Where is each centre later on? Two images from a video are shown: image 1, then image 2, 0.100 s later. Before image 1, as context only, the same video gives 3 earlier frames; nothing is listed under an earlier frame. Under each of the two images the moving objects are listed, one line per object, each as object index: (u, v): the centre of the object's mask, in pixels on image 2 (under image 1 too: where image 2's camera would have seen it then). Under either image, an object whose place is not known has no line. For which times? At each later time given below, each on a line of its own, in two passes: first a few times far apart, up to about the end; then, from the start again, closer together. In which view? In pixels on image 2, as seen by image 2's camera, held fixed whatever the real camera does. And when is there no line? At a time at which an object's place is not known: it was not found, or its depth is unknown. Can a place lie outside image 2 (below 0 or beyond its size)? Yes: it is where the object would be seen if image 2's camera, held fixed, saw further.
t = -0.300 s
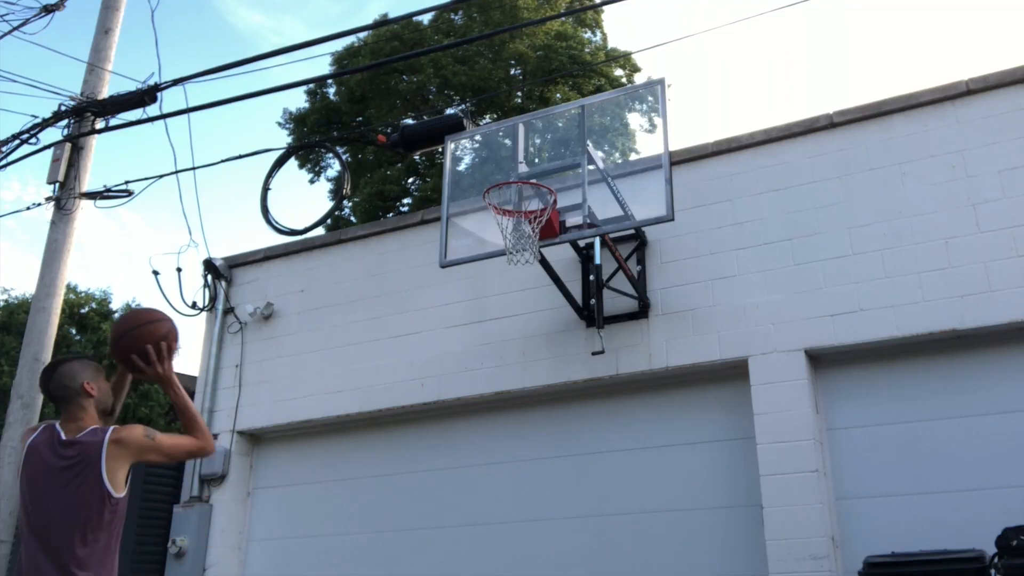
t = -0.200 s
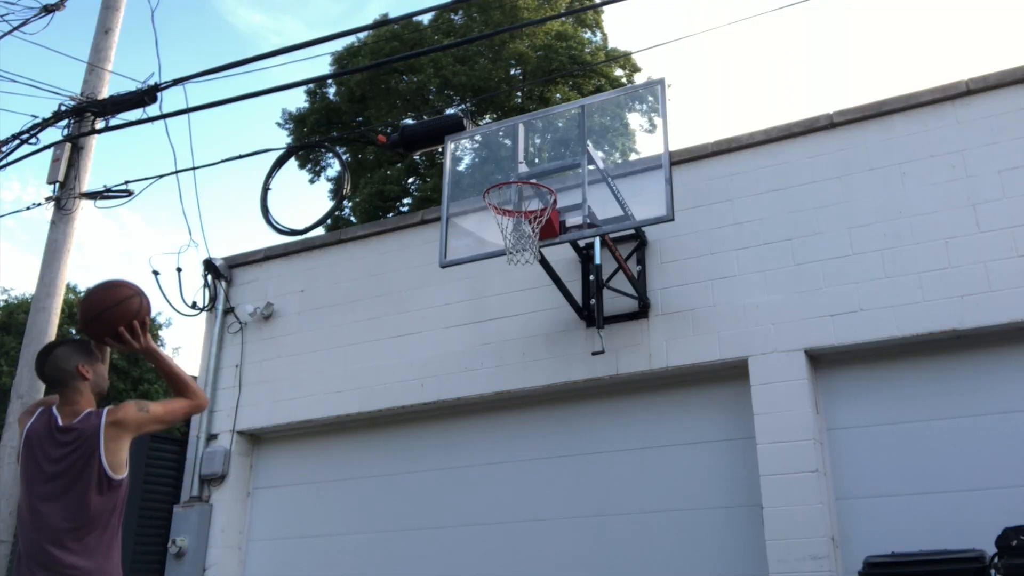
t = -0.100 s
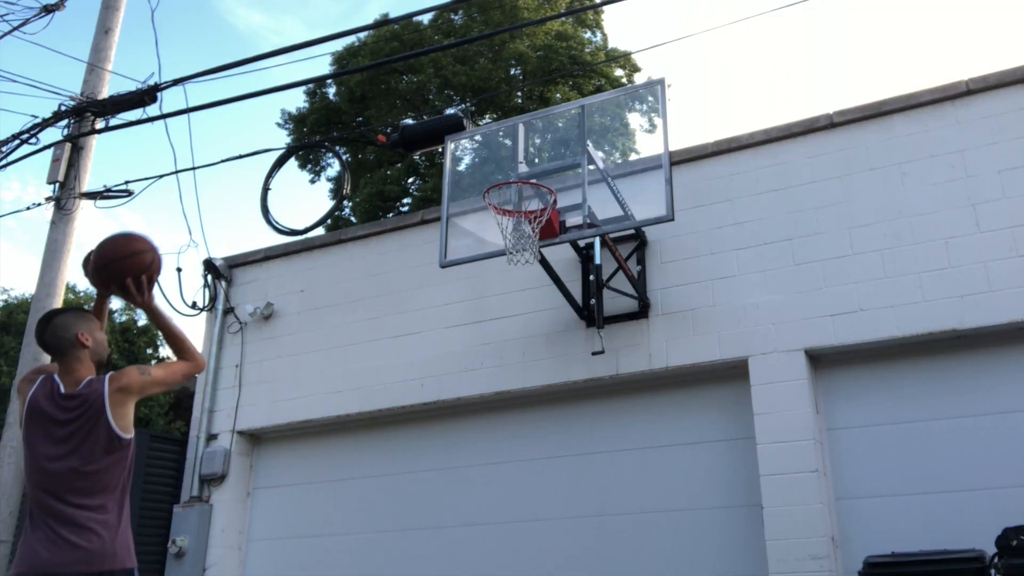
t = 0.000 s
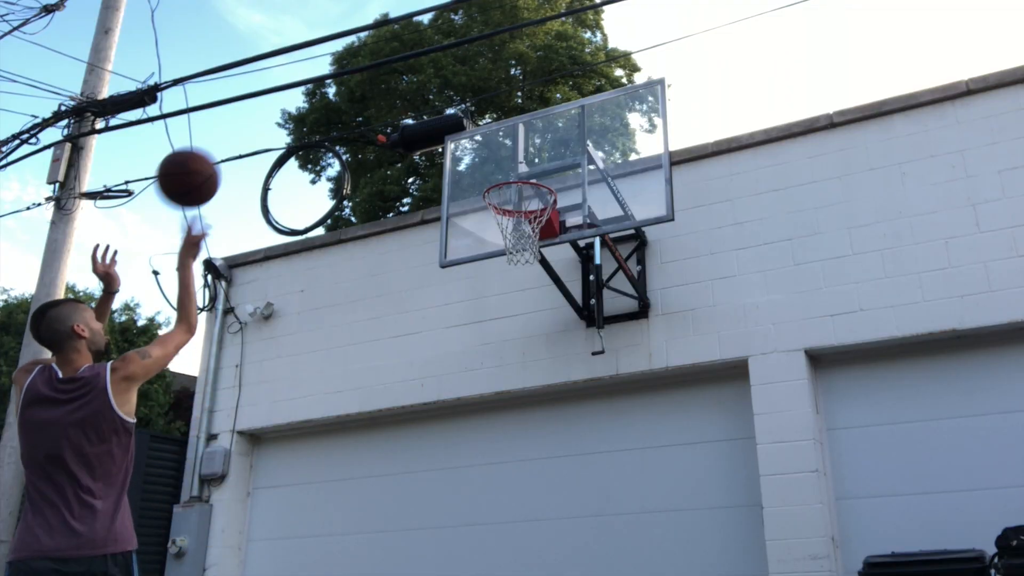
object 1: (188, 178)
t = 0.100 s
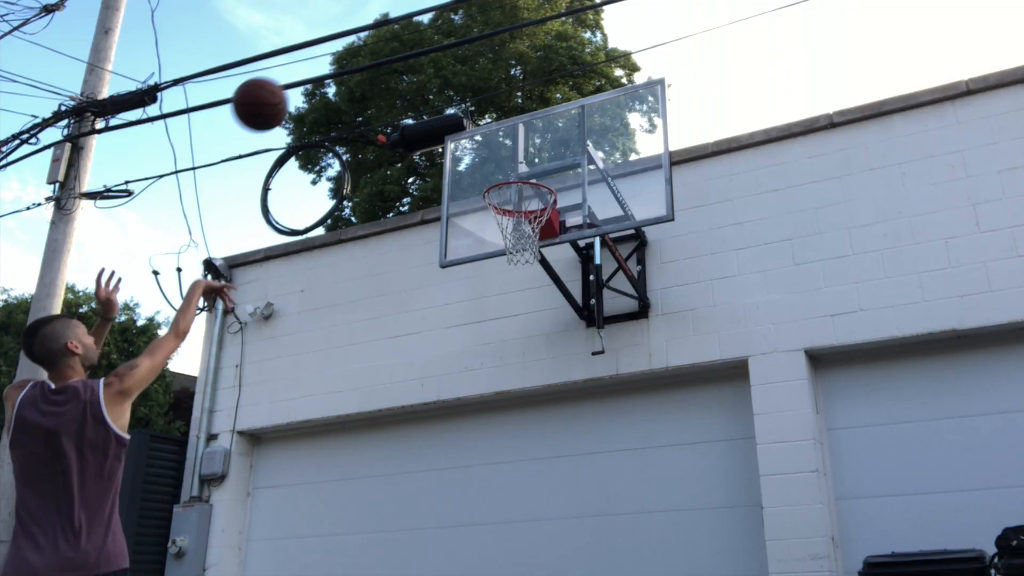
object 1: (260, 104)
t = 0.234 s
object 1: (333, 53)
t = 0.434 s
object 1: (412, 41)
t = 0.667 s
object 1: (480, 93)
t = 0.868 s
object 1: (528, 183)
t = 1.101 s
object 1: (485, 274)
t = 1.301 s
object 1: (432, 390)
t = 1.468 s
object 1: (381, 550)
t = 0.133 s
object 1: (280, 87)
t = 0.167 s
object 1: (299, 73)
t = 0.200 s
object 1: (316, 62)
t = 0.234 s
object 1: (333, 53)
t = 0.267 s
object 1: (348, 47)
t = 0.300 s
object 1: (362, 42)
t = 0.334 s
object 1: (376, 39)
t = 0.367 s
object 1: (388, 38)
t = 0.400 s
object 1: (401, 38)
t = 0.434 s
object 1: (412, 41)
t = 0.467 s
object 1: (423, 44)
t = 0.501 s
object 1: (433, 49)
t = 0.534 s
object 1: (444, 56)
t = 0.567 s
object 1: (453, 63)
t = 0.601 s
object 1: (462, 72)
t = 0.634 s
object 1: (471, 82)
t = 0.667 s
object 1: (480, 93)
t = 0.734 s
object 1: (496, 118)
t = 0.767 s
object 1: (504, 134)
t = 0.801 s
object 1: (512, 149)
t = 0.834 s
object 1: (520, 165)
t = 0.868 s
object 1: (528, 183)
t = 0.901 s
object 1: (536, 201)
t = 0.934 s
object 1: (529, 214)
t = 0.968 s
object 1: (512, 229)
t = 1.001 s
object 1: (509, 240)
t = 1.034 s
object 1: (500, 250)
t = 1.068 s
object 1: (493, 261)
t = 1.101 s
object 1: (485, 274)
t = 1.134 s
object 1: (477, 288)
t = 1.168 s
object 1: (468, 304)
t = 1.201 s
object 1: (460, 323)
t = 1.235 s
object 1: (451, 343)
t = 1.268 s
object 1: (442, 366)
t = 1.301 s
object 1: (432, 390)
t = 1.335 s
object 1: (423, 417)
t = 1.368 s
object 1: (412, 446)
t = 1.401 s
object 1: (402, 478)
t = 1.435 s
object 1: (391, 513)
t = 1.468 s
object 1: (381, 550)
